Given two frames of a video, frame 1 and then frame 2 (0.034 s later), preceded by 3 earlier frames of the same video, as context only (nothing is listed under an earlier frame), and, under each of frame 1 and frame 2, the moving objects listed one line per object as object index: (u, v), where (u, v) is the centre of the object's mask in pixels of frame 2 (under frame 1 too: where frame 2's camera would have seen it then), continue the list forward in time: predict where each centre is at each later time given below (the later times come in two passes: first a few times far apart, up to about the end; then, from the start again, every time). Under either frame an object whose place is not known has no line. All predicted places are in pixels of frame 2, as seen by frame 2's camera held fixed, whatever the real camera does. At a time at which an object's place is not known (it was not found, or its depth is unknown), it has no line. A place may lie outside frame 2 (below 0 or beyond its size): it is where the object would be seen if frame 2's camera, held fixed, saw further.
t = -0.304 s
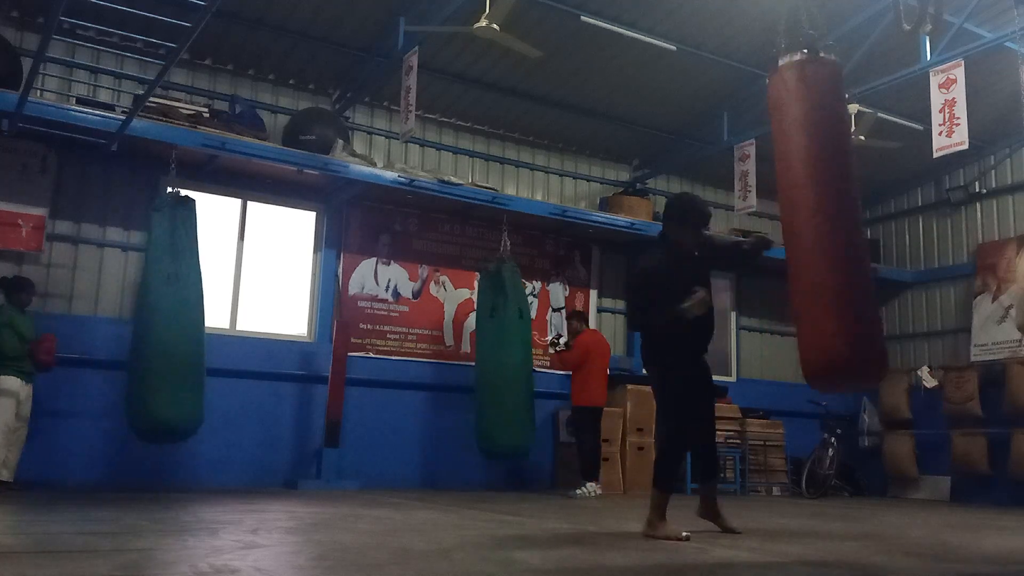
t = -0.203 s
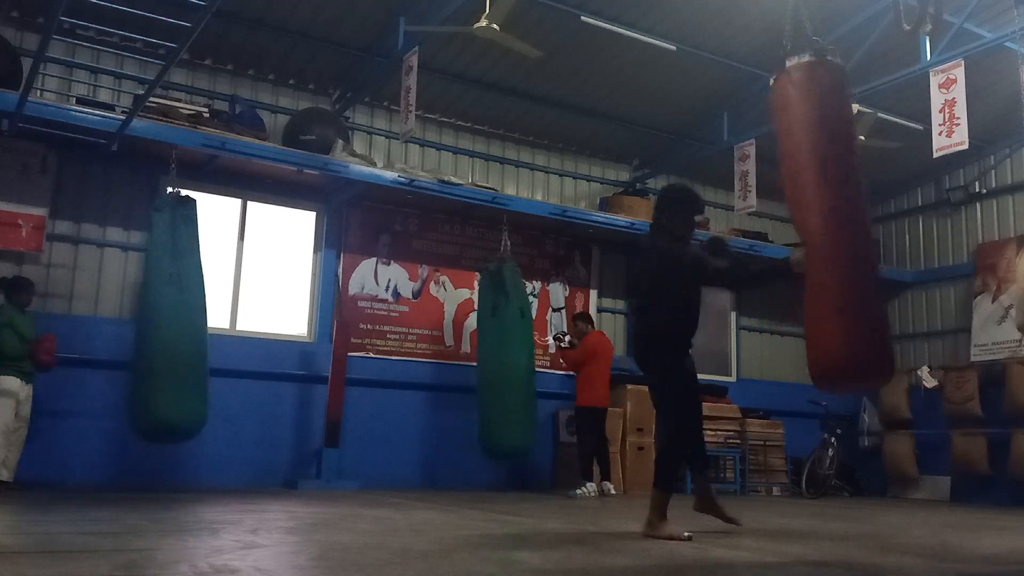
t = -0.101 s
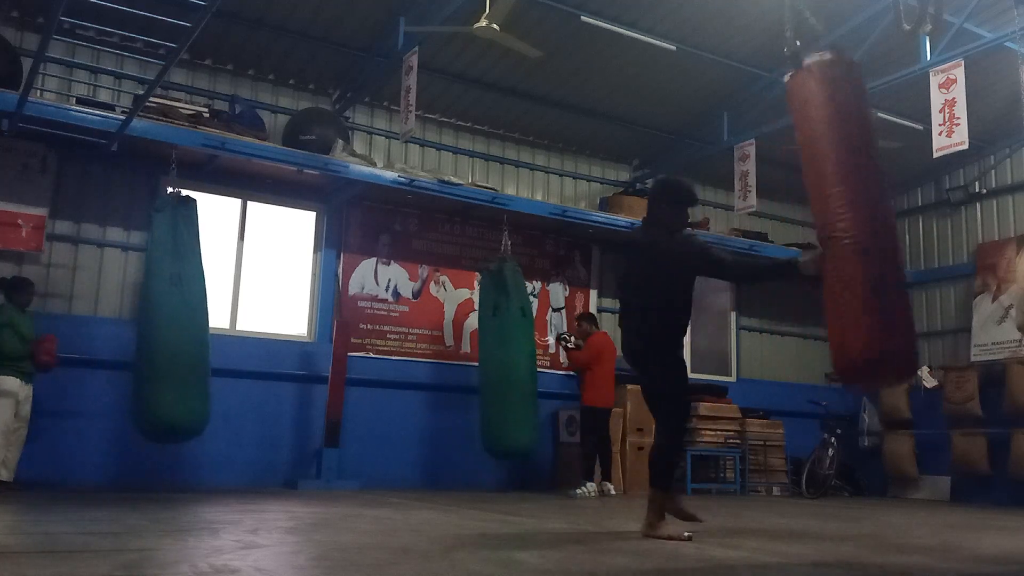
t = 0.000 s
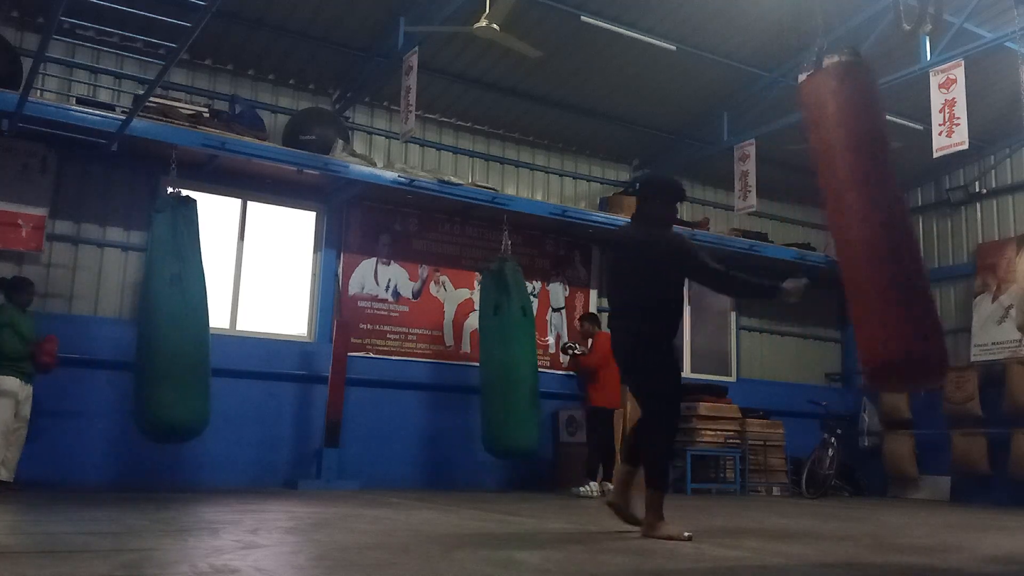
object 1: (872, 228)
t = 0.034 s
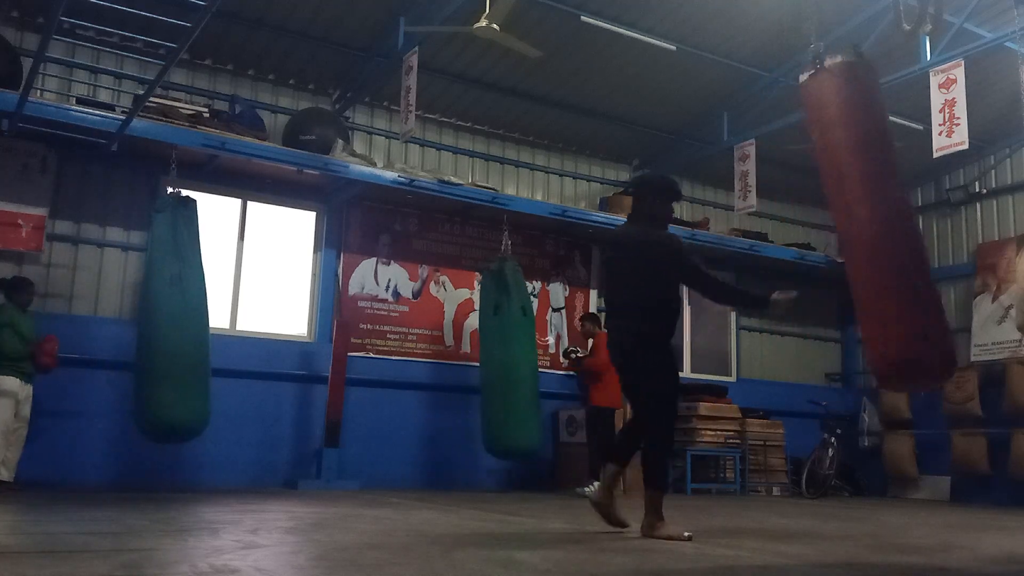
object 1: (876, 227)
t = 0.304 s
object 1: (897, 230)
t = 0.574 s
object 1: (883, 233)
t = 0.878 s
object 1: (833, 242)
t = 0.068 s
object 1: (880, 226)
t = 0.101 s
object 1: (885, 228)
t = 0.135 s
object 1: (888, 226)
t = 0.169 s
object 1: (890, 225)
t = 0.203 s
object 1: (892, 224)
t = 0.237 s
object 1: (893, 225)
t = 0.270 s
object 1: (896, 229)
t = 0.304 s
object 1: (897, 230)
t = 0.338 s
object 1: (897, 231)
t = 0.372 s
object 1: (898, 231)
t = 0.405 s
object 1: (897, 231)
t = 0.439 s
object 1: (895, 231)
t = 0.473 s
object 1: (893, 232)
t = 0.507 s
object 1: (891, 232)
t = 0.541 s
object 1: (887, 233)
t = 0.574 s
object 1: (883, 233)
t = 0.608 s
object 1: (878, 236)
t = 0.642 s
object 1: (874, 236)
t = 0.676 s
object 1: (869, 238)
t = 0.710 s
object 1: (862, 237)
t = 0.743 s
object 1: (857, 240)
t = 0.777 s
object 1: (852, 240)
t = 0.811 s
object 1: (845, 241)
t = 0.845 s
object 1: (839, 241)
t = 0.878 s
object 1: (833, 242)
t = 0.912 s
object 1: (827, 243)
